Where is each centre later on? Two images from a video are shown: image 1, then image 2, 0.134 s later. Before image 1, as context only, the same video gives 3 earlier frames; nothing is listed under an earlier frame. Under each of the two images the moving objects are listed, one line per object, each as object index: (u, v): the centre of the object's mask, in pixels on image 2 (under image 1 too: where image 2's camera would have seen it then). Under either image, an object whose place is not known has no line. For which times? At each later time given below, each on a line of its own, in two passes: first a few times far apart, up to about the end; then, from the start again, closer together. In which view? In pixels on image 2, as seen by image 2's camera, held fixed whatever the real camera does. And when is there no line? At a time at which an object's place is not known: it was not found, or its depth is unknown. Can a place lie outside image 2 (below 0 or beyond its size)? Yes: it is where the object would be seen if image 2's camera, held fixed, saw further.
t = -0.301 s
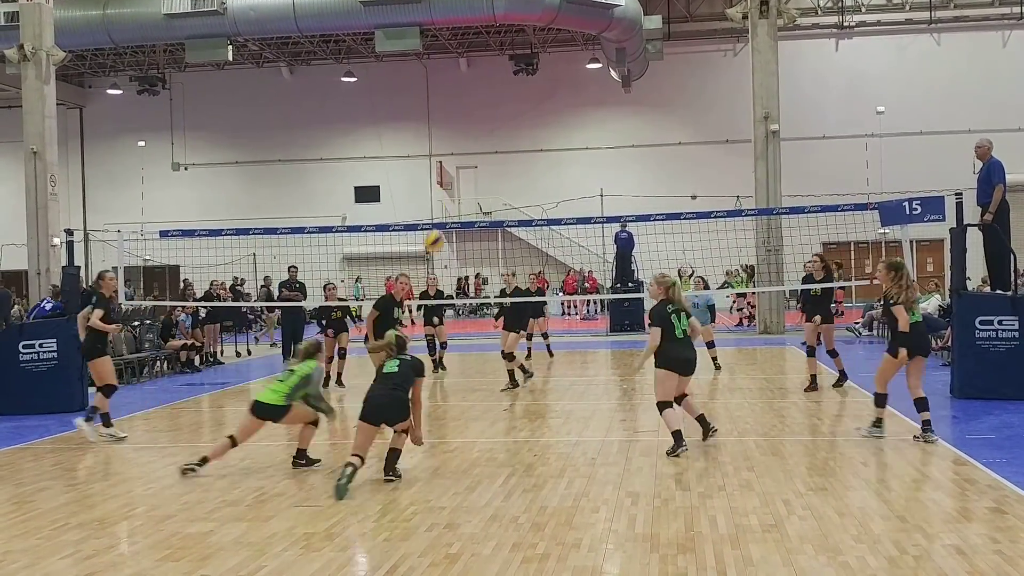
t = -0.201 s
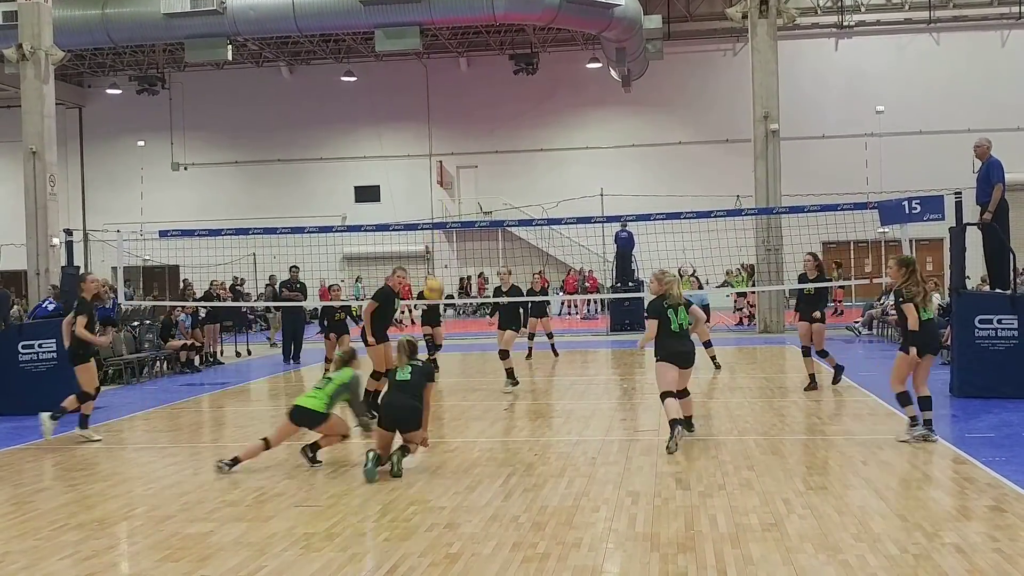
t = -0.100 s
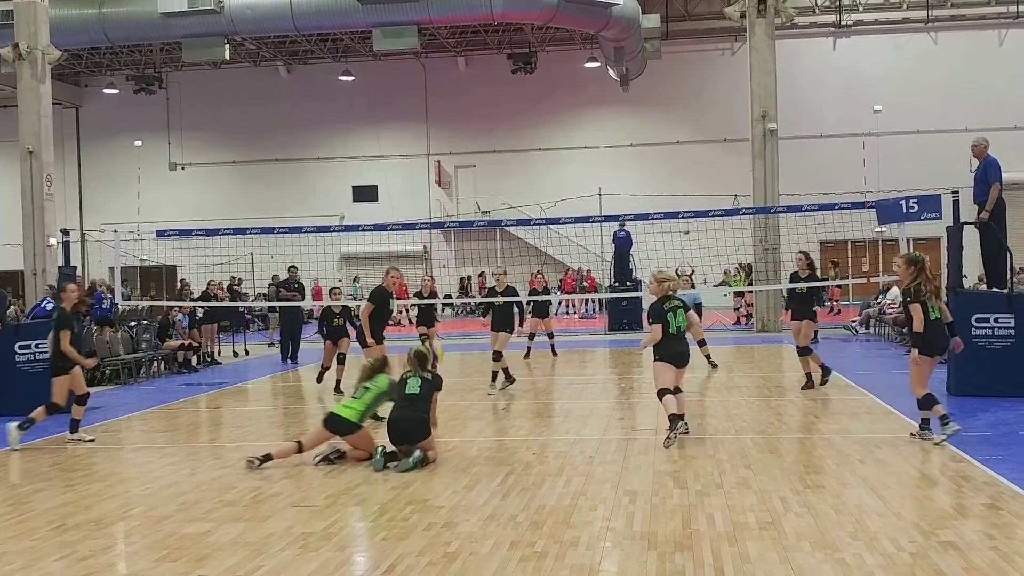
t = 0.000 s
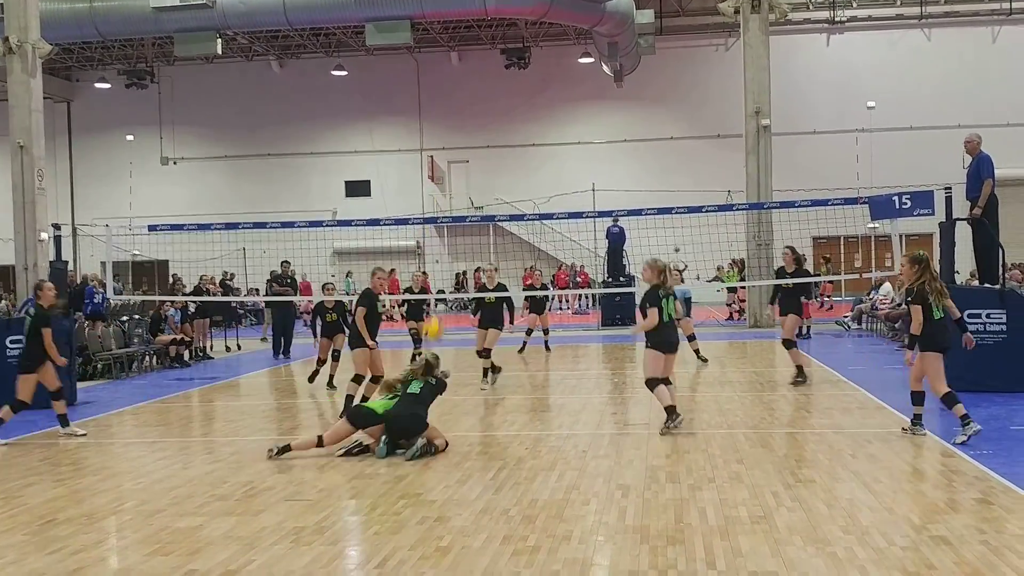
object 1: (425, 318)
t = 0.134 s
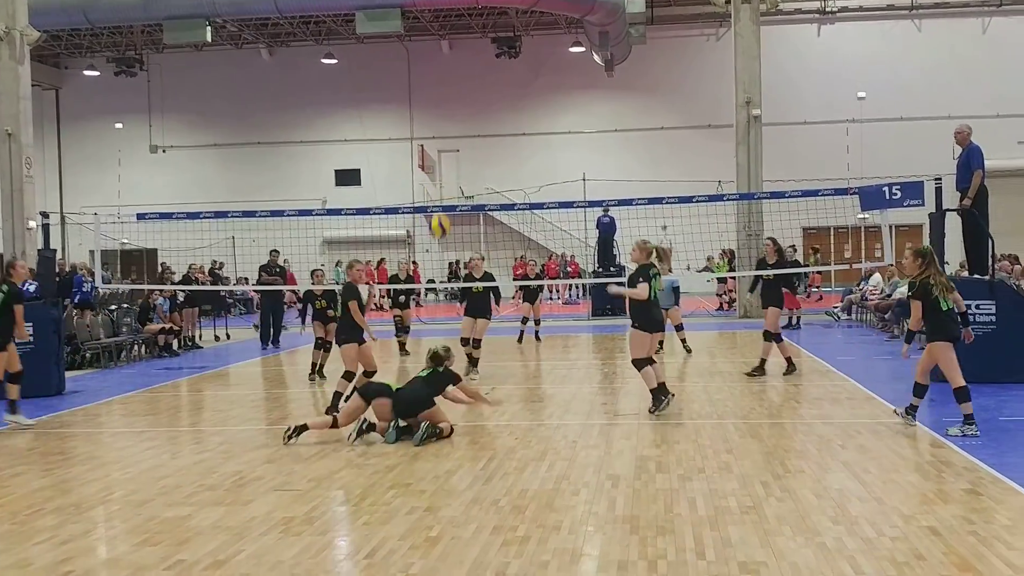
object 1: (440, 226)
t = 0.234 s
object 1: (449, 170)
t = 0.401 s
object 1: (465, 101)
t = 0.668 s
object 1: (490, 50)
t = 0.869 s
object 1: (509, 57)
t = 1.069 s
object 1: (529, 99)
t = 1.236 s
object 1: (545, 161)
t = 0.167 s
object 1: (443, 207)
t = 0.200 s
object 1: (445, 188)
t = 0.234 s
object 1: (449, 170)
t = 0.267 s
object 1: (453, 153)
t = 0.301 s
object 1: (456, 138)
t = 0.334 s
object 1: (459, 124)
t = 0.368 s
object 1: (462, 112)
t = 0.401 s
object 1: (465, 101)
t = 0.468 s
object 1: (471, 81)
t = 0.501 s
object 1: (475, 74)
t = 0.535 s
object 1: (478, 67)
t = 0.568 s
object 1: (481, 61)
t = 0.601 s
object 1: (484, 57)
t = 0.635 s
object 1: (487, 53)
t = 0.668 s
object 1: (490, 50)
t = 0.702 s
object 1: (493, 49)
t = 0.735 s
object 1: (497, 49)
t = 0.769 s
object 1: (499, 49)
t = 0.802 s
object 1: (502, 50)
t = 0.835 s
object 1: (506, 53)
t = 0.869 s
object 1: (509, 57)
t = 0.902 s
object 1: (513, 62)
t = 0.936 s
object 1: (516, 66)
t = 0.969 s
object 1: (519, 73)
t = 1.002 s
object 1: (522, 81)
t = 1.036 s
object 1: (526, 90)
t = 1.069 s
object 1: (529, 99)
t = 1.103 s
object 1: (532, 110)
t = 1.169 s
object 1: (539, 134)
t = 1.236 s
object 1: (545, 161)
